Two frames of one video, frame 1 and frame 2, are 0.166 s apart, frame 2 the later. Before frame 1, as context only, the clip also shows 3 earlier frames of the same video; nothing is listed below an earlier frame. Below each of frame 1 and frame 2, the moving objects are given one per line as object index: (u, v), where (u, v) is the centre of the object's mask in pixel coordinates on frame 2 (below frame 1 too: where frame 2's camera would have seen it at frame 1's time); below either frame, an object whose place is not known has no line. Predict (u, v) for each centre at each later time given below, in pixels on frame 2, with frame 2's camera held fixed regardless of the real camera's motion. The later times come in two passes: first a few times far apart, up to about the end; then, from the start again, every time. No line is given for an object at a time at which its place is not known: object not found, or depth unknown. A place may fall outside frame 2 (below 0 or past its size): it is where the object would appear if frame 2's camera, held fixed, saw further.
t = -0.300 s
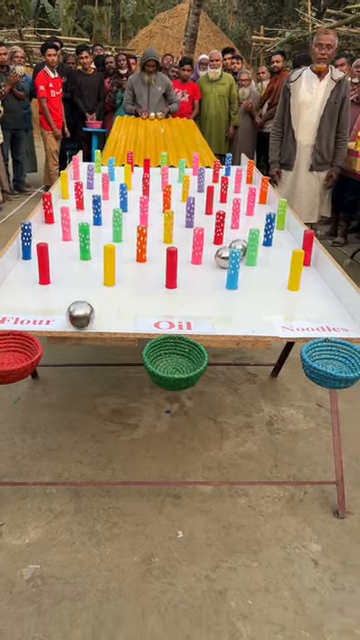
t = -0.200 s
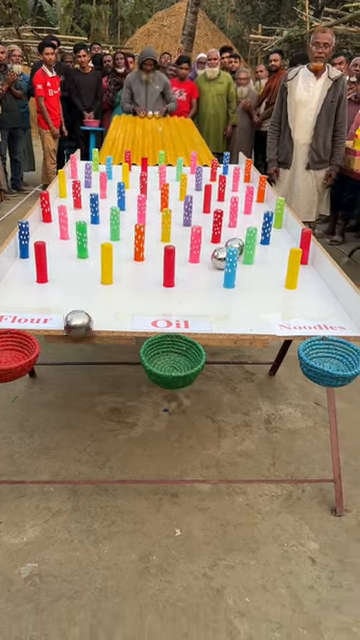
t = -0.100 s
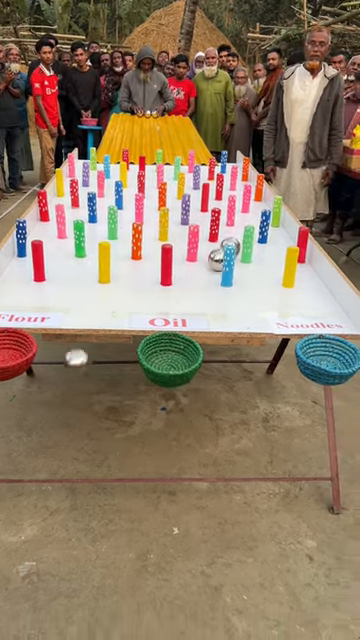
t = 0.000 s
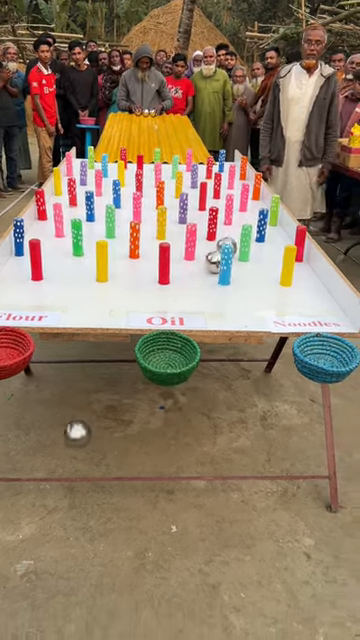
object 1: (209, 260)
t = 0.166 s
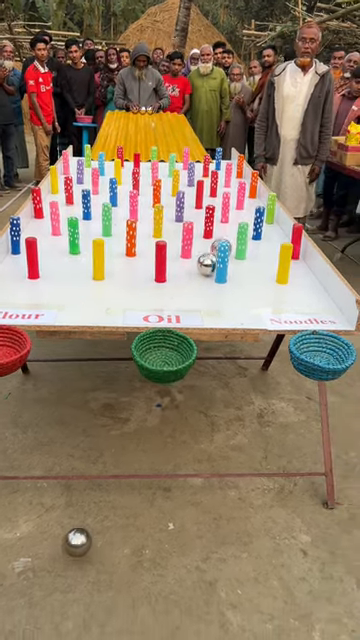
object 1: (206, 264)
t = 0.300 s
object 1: (200, 264)
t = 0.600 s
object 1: (184, 269)
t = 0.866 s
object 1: (171, 276)
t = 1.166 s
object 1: (154, 288)
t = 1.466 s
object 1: (136, 304)
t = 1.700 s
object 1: (121, 331)
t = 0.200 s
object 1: (204, 264)
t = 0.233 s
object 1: (203, 264)
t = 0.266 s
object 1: (201, 264)
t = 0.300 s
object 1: (200, 264)
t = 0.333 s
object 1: (198, 265)
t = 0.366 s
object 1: (196, 266)
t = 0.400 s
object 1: (195, 266)
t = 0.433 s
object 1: (193, 267)
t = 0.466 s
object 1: (191, 268)
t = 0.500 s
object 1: (189, 268)
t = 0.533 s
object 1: (188, 268)
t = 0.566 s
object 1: (186, 269)
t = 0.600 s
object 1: (184, 269)
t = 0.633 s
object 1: (183, 270)
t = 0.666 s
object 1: (181, 271)
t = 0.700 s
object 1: (179, 272)
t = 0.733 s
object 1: (178, 272)
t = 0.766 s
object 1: (176, 273)
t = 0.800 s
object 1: (174, 274)
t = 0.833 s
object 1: (172, 275)
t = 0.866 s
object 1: (171, 276)
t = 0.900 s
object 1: (169, 278)
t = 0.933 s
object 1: (167, 279)
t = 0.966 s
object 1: (165, 280)
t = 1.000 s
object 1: (163, 281)
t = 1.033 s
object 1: (161, 282)
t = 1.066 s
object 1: (160, 284)
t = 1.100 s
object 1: (158, 285)
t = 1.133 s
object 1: (156, 287)
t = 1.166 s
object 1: (154, 288)
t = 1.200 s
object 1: (152, 289)
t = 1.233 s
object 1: (150, 291)
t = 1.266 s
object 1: (148, 292)
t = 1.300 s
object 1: (147, 294)
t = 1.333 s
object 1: (145, 296)
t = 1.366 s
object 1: (142, 297)
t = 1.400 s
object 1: (140, 300)
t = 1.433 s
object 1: (138, 302)
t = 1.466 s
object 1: (136, 304)
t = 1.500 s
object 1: (134, 306)
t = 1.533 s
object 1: (132, 308)
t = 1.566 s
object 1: (130, 310)
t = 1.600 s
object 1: (127, 313)
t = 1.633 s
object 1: (125, 317)
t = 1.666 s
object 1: (123, 324)
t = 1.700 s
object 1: (121, 331)
